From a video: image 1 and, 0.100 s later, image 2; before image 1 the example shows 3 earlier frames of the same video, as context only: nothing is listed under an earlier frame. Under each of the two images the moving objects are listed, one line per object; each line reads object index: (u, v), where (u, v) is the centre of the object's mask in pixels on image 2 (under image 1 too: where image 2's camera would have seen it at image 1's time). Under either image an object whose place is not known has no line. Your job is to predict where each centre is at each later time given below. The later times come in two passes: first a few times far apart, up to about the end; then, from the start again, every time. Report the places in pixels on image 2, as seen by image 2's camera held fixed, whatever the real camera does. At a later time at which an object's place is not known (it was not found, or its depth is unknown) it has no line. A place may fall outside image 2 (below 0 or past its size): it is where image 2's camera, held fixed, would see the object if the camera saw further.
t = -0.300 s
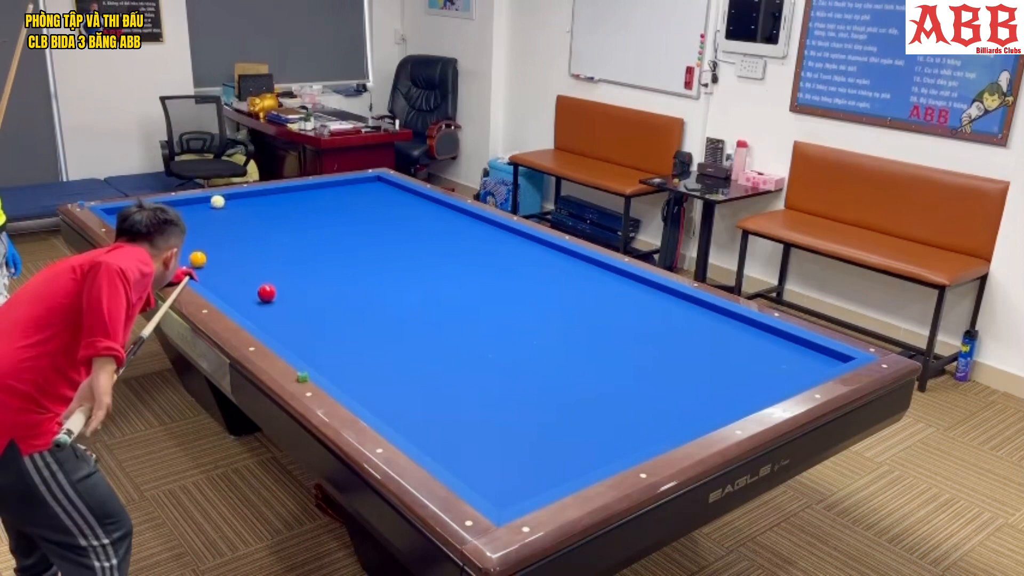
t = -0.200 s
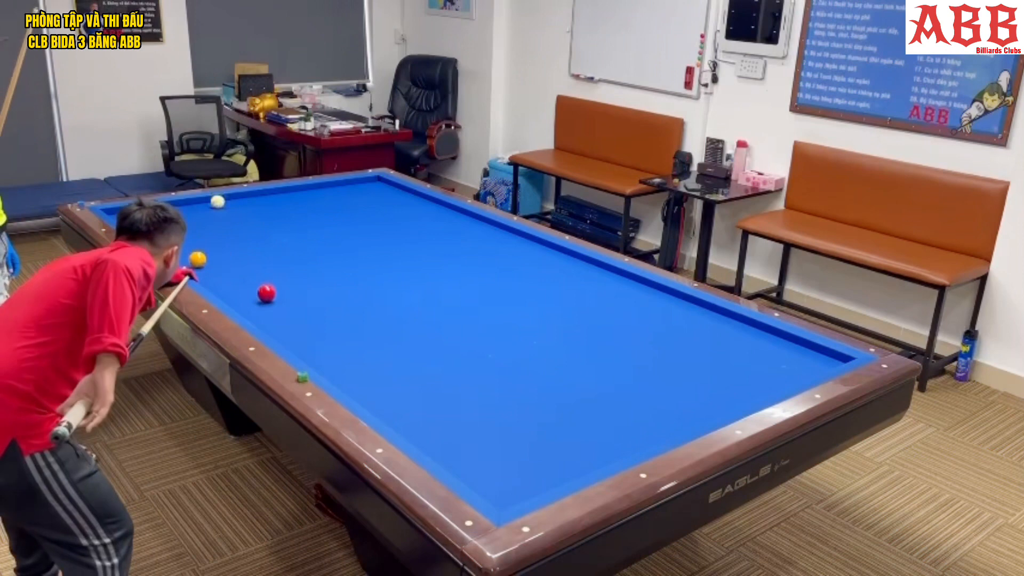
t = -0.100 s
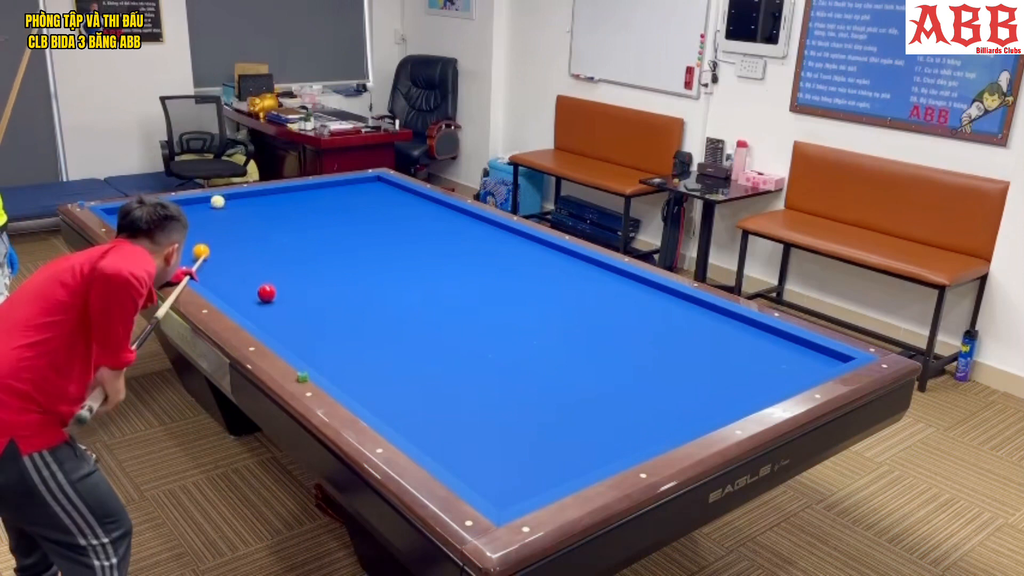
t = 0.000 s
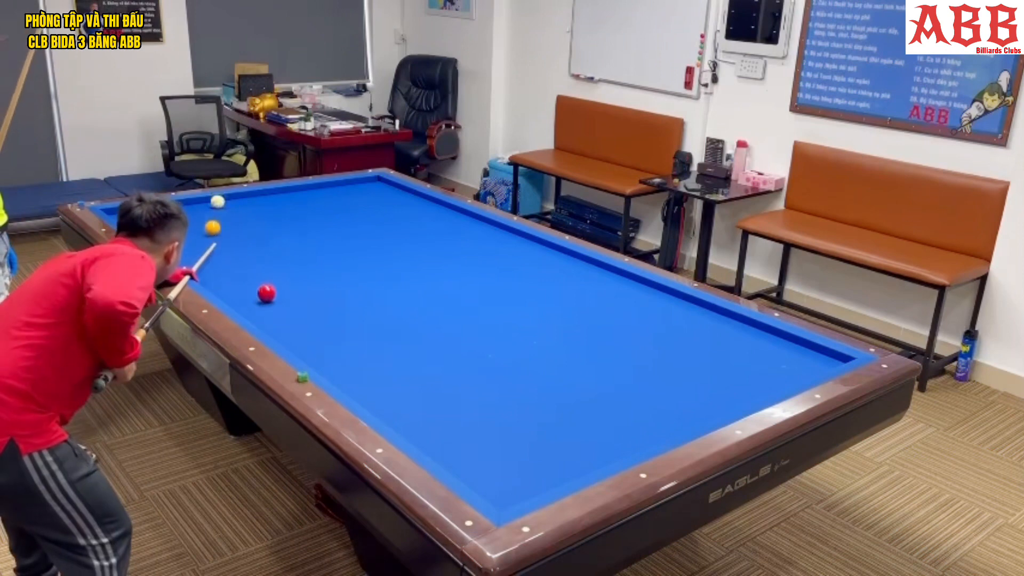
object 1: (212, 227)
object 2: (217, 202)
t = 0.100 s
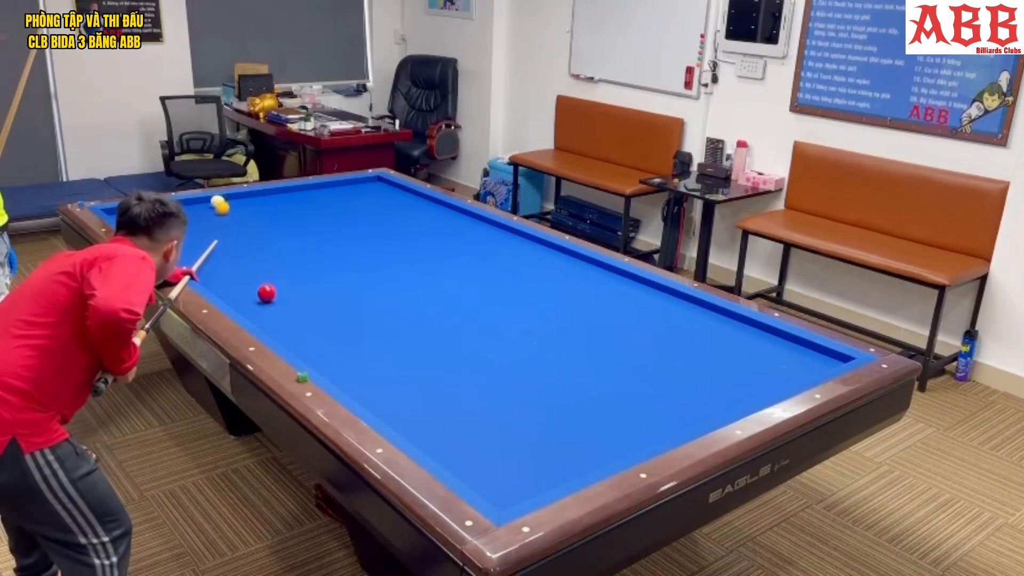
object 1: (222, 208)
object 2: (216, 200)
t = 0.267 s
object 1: (273, 195)
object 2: (221, 209)
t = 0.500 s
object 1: (339, 183)
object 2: (245, 231)
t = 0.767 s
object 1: (363, 188)
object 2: (273, 256)
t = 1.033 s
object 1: (332, 204)
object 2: (305, 286)
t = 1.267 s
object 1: (307, 219)
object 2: (338, 317)
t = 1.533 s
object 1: (274, 239)
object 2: (382, 358)
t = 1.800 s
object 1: (236, 261)
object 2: (437, 409)
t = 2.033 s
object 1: (213, 281)
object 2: (495, 466)
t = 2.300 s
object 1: (261, 281)
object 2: (480, 465)
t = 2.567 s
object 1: (307, 286)
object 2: (424, 432)
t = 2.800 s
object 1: (345, 289)
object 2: (382, 407)
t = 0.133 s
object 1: (229, 203)
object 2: (214, 200)
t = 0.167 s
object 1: (240, 201)
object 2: (210, 199)
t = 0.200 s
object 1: (252, 199)
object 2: (214, 203)
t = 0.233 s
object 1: (263, 197)
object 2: (217, 206)
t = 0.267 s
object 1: (273, 195)
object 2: (221, 209)
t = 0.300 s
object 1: (283, 193)
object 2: (225, 212)
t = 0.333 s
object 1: (292, 191)
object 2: (228, 216)
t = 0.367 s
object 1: (300, 189)
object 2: (232, 219)
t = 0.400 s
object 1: (309, 187)
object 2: (235, 222)
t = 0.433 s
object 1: (316, 185)
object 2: (239, 225)
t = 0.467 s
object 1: (326, 183)
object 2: (242, 228)
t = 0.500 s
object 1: (339, 183)
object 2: (245, 231)
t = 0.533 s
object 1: (350, 182)
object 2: (248, 233)
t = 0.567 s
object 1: (362, 181)
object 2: (252, 236)
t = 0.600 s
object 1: (373, 180)
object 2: (255, 240)
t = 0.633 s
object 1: (383, 180)
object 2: (258, 243)
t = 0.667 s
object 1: (378, 182)
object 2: (262, 246)
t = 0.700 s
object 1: (373, 184)
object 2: (265, 249)
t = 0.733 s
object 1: (368, 186)
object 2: (269, 253)
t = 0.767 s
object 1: (363, 188)
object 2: (273, 256)
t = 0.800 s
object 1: (359, 190)
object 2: (276, 260)
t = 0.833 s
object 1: (354, 193)
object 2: (280, 263)
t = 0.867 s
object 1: (350, 194)
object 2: (284, 267)
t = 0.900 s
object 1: (346, 196)
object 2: (288, 271)
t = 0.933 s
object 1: (343, 199)
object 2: (292, 274)
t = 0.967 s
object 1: (339, 201)
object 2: (297, 278)
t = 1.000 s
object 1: (336, 202)
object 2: (301, 282)
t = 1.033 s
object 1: (332, 204)
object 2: (305, 286)
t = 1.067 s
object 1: (329, 206)
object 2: (310, 290)
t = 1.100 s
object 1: (325, 208)
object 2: (315, 295)
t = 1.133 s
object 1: (322, 210)
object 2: (319, 299)
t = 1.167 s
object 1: (318, 213)
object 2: (323, 303)
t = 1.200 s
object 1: (315, 215)
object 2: (328, 308)
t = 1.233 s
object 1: (311, 217)
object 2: (333, 313)
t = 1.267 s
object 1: (307, 219)
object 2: (338, 317)
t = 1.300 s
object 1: (303, 222)
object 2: (343, 322)
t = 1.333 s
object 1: (299, 224)
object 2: (348, 327)
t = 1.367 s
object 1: (295, 226)
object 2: (353, 332)
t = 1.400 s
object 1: (291, 229)
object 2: (359, 337)
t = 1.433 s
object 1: (287, 231)
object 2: (365, 342)
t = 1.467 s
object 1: (283, 234)
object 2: (370, 347)
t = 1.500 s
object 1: (278, 236)
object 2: (376, 353)
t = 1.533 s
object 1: (274, 239)
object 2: (382, 358)
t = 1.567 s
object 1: (269, 242)
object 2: (388, 364)
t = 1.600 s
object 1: (265, 244)
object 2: (395, 370)
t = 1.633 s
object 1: (260, 247)
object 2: (401, 376)
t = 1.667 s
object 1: (255, 250)
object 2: (408, 383)
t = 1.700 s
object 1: (250, 253)
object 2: (415, 389)
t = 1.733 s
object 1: (246, 256)
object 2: (422, 395)
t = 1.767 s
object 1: (241, 258)
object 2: (429, 402)
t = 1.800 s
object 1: (236, 261)
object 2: (437, 409)
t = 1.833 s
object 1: (230, 265)
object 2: (444, 417)
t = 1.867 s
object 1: (225, 268)
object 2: (452, 424)
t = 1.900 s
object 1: (220, 271)
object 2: (460, 432)
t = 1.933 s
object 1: (215, 274)
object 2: (468, 440)
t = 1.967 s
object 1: (209, 278)
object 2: (477, 448)
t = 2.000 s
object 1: (206, 280)
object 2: (486, 457)
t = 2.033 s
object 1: (213, 281)
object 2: (495, 466)
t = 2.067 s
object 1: (219, 281)
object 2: (504, 474)
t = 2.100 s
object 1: (227, 281)
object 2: (514, 483)
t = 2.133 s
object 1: (233, 281)
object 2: (524, 490)
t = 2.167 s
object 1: (239, 281)
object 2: (518, 489)
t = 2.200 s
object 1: (245, 282)
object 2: (508, 483)
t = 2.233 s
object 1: (251, 282)
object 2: (498, 477)
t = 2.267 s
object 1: (256, 282)
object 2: (489, 471)
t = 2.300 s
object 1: (261, 281)
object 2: (480, 465)
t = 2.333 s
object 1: (268, 280)
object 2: (472, 460)
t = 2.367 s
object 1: (274, 282)
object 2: (464, 456)
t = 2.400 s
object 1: (280, 283)
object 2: (457, 452)
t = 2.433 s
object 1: (285, 284)
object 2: (450, 447)
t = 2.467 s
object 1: (290, 285)
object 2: (444, 444)
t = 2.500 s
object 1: (296, 285)
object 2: (437, 440)
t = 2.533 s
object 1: (301, 286)
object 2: (430, 436)
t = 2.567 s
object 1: (307, 286)
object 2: (424, 432)
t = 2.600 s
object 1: (312, 287)
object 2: (418, 428)
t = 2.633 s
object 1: (318, 287)
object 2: (411, 424)
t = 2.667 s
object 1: (323, 288)
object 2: (405, 421)
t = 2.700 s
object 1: (328, 288)
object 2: (399, 417)
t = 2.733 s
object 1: (334, 288)
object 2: (393, 414)
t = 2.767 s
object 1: (339, 289)
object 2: (388, 410)
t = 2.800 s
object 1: (345, 289)
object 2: (382, 407)
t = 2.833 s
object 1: (350, 290)
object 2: (376, 403)
